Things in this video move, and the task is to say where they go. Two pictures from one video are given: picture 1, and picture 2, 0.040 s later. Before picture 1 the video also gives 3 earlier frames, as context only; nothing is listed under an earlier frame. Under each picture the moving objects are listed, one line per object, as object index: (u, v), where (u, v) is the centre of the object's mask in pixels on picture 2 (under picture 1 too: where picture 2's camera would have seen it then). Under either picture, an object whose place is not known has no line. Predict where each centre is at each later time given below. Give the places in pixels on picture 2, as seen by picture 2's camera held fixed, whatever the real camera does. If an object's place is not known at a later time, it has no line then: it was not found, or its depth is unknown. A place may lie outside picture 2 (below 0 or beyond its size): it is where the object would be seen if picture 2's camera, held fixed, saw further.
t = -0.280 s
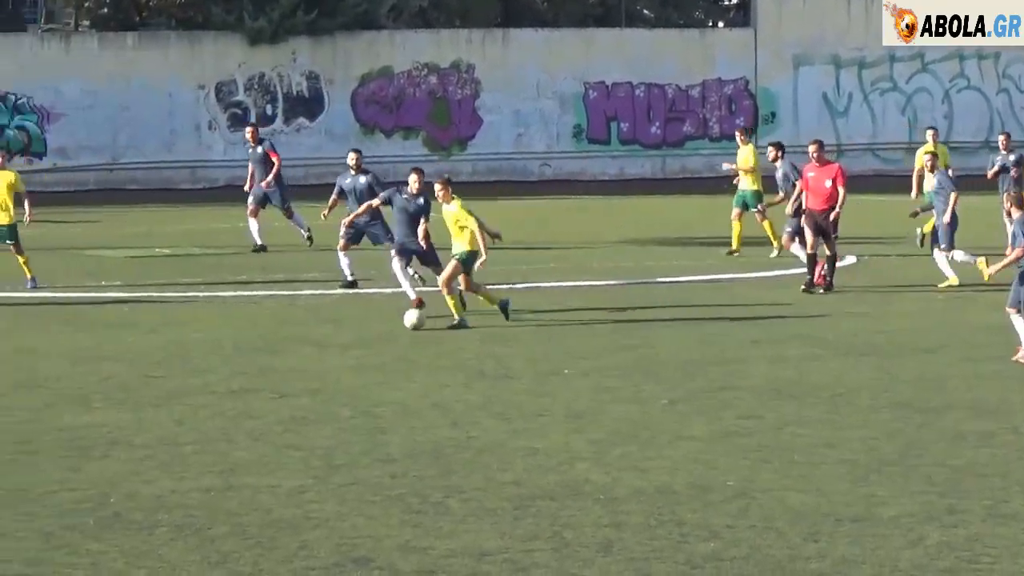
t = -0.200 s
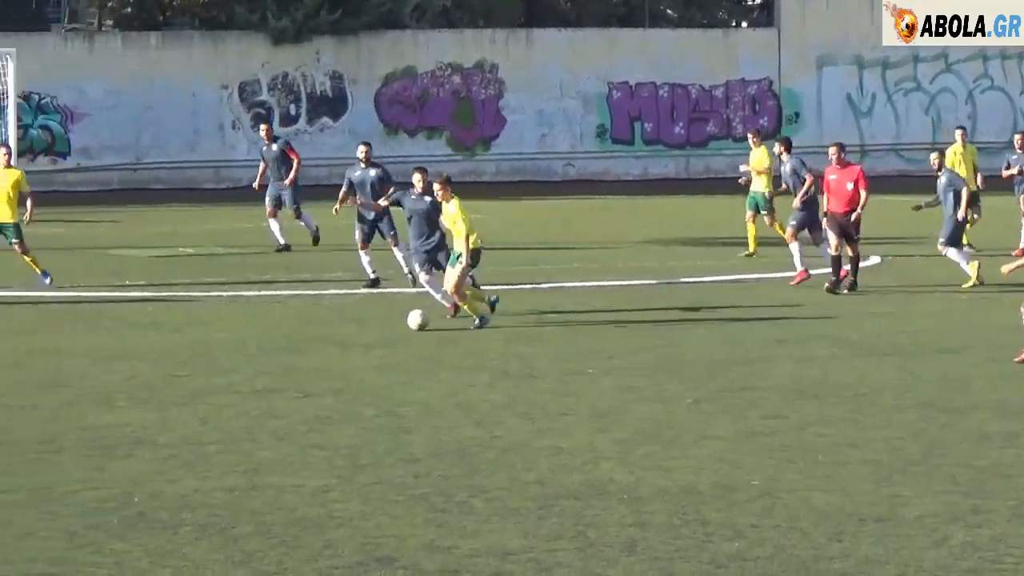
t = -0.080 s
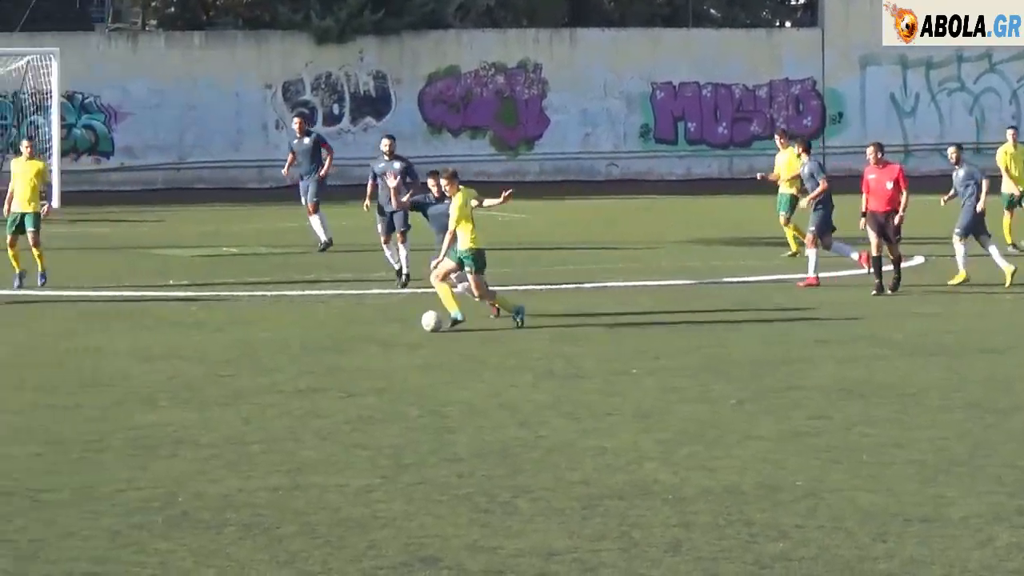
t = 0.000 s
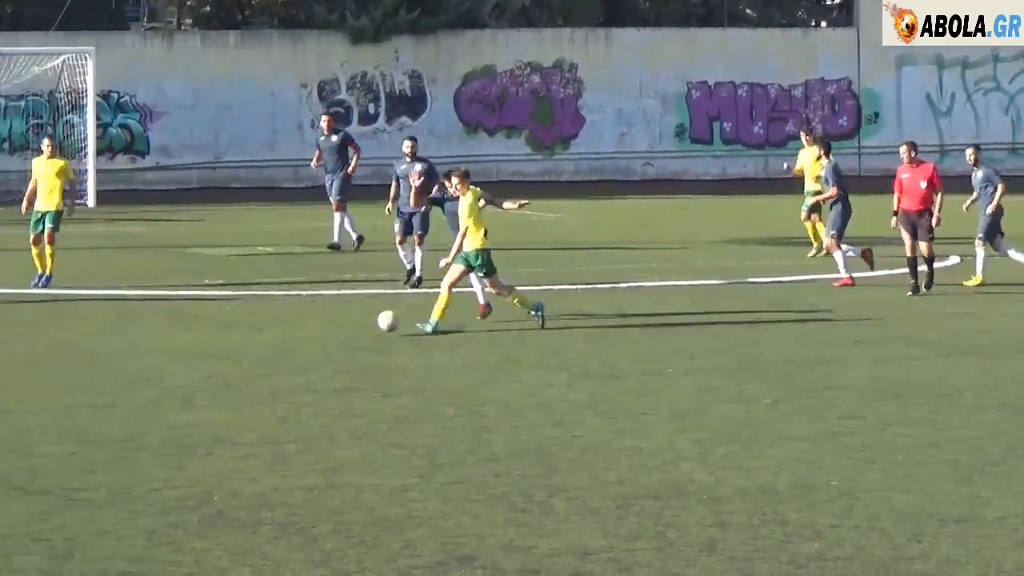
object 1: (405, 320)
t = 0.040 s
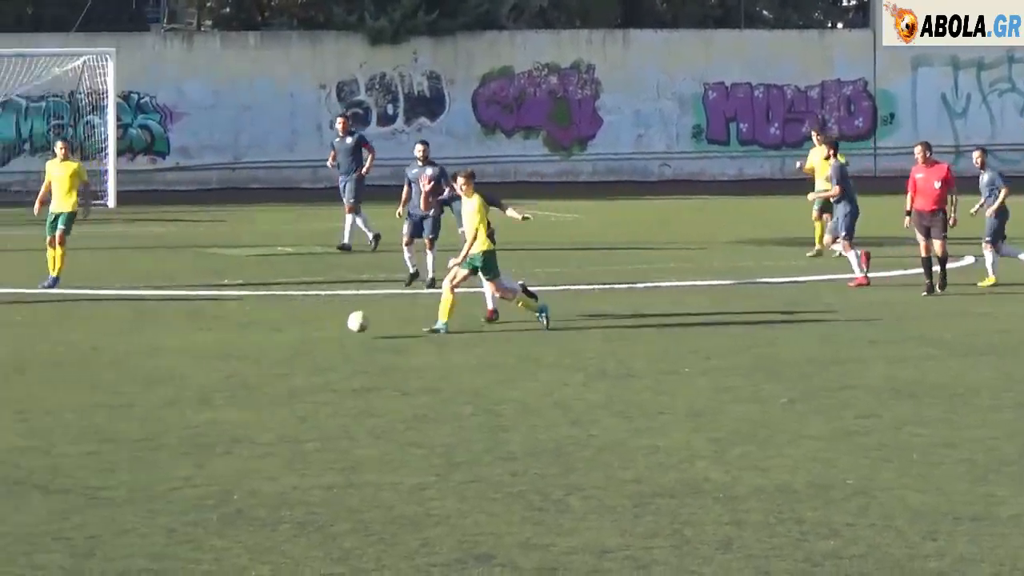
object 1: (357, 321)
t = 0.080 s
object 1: (309, 324)
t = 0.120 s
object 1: (261, 329)
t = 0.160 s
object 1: (214, 335)
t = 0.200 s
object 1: (170, 335)
